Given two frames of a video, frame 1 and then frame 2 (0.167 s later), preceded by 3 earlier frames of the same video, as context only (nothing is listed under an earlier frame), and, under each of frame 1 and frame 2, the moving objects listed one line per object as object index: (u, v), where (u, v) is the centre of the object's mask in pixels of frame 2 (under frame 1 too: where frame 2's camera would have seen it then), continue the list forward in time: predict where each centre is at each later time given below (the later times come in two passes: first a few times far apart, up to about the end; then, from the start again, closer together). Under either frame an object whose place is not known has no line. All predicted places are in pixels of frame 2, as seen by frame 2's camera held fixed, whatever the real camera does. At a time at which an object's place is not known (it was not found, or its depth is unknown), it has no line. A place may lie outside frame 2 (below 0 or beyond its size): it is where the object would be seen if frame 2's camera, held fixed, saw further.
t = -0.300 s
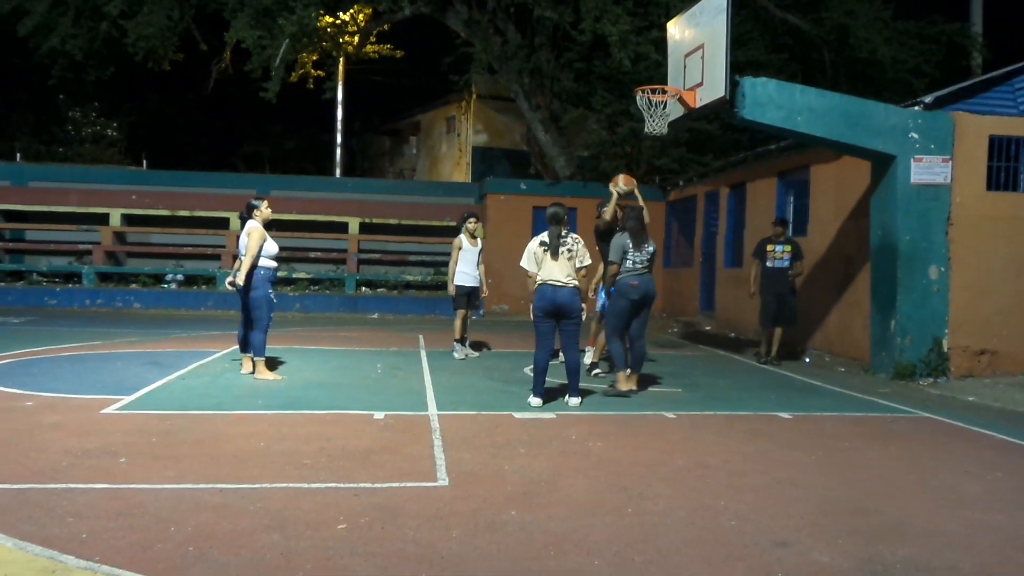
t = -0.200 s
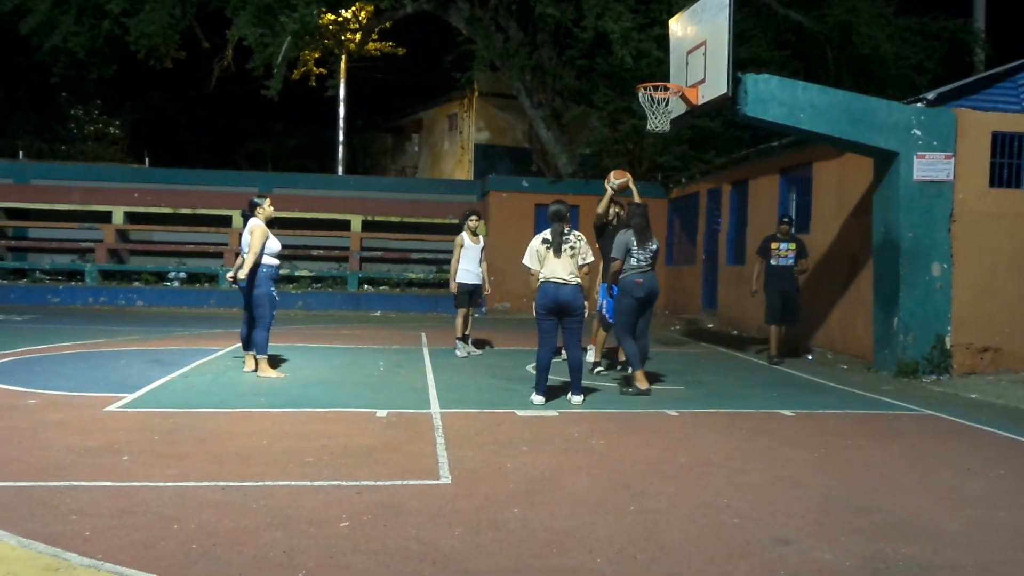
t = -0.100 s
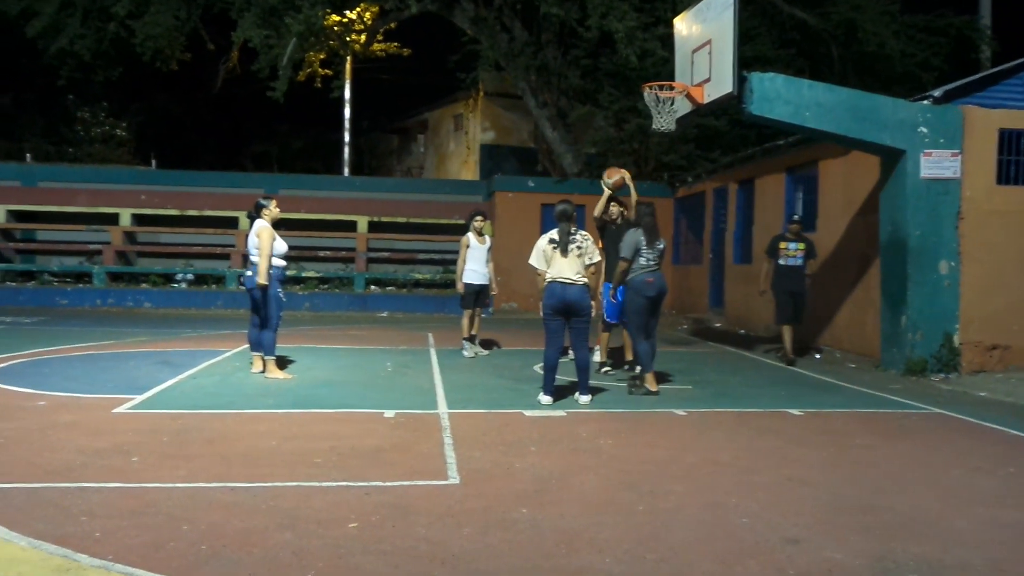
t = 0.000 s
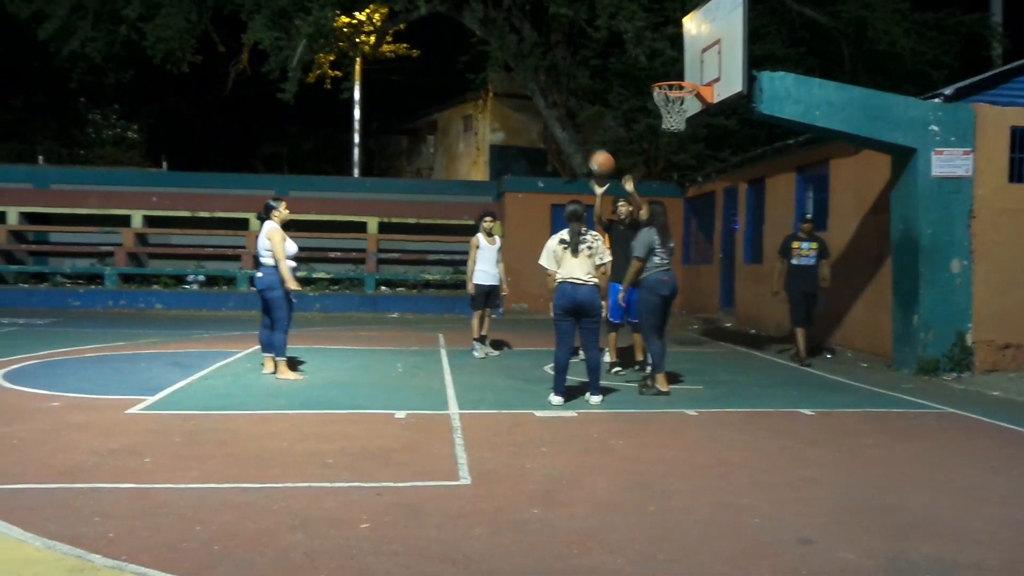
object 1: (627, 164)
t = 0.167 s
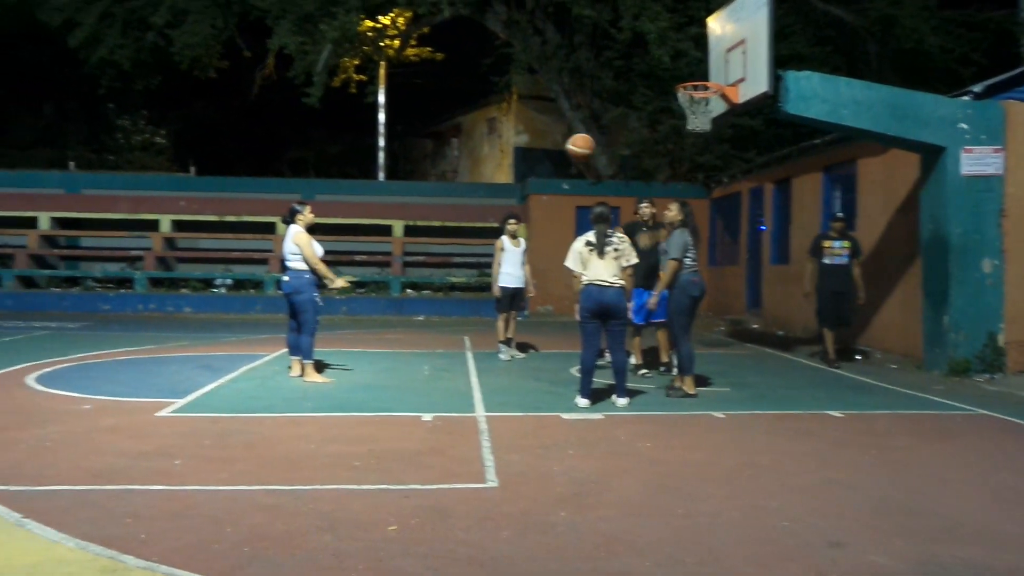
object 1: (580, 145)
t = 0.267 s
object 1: (547, 149)
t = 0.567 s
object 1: (417, 252)
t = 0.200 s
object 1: (570, 147)
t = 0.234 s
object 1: (559, 148)
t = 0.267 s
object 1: (547, 149)
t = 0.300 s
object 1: (536, 152)
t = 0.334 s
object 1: (524, 157)
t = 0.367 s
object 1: (512, 165)
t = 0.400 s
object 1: (497, 174)
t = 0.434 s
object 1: (482, 185)
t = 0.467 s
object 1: (467, 198)
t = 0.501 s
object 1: (452, 214)
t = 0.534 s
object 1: (435, 232)
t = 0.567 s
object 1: (417, 252)
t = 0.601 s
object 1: (398, 276)
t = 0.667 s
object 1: (358, 332)
